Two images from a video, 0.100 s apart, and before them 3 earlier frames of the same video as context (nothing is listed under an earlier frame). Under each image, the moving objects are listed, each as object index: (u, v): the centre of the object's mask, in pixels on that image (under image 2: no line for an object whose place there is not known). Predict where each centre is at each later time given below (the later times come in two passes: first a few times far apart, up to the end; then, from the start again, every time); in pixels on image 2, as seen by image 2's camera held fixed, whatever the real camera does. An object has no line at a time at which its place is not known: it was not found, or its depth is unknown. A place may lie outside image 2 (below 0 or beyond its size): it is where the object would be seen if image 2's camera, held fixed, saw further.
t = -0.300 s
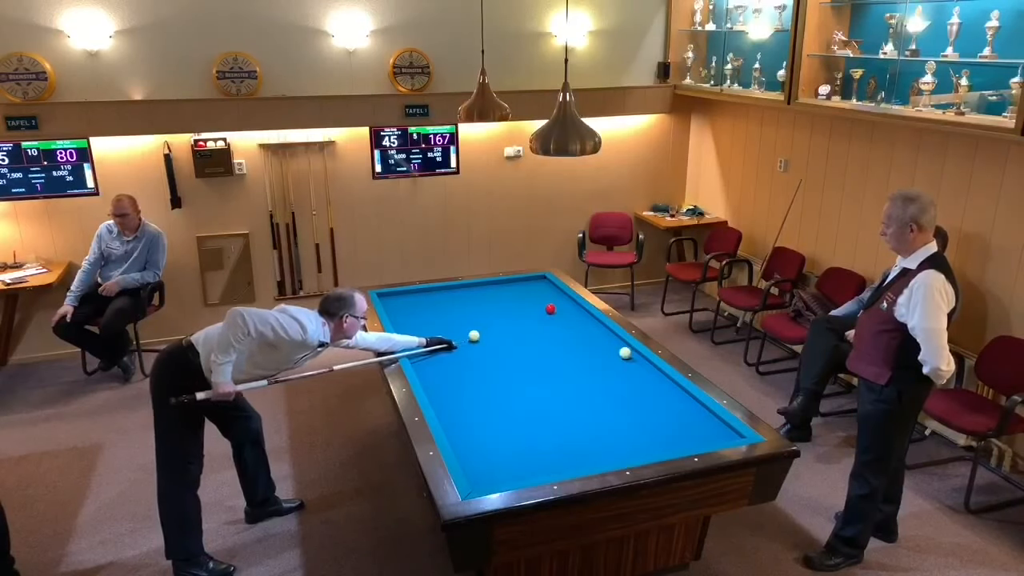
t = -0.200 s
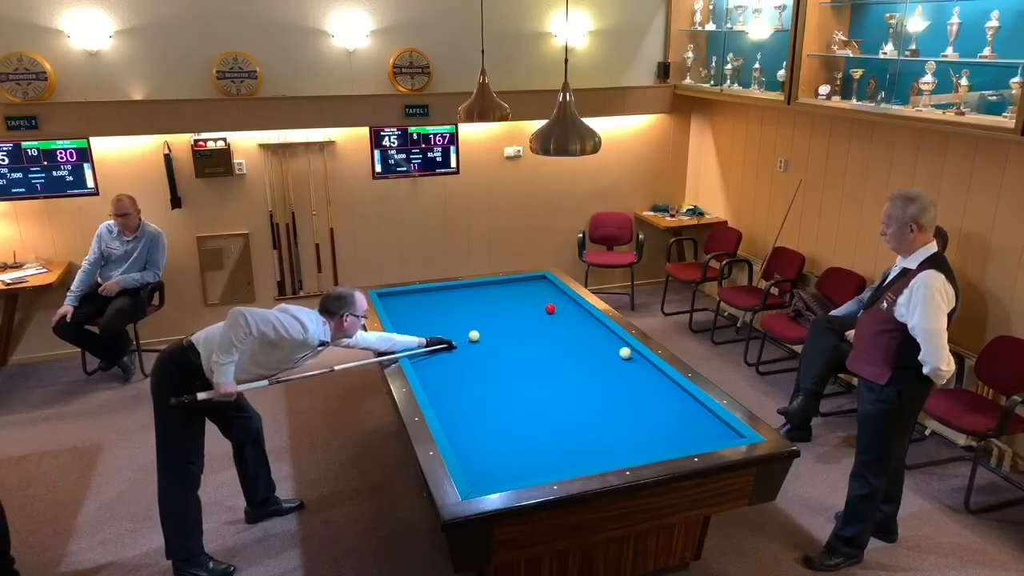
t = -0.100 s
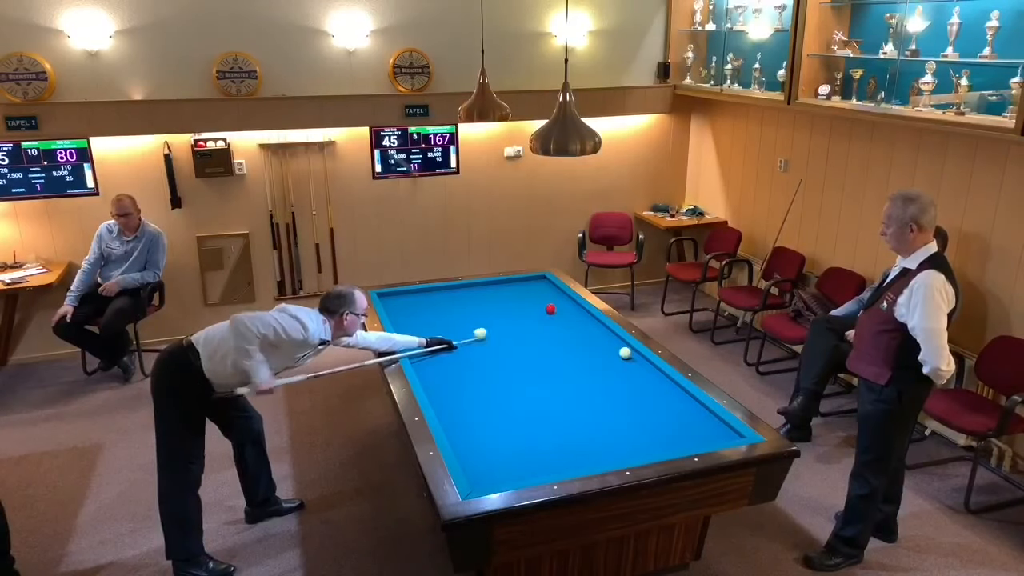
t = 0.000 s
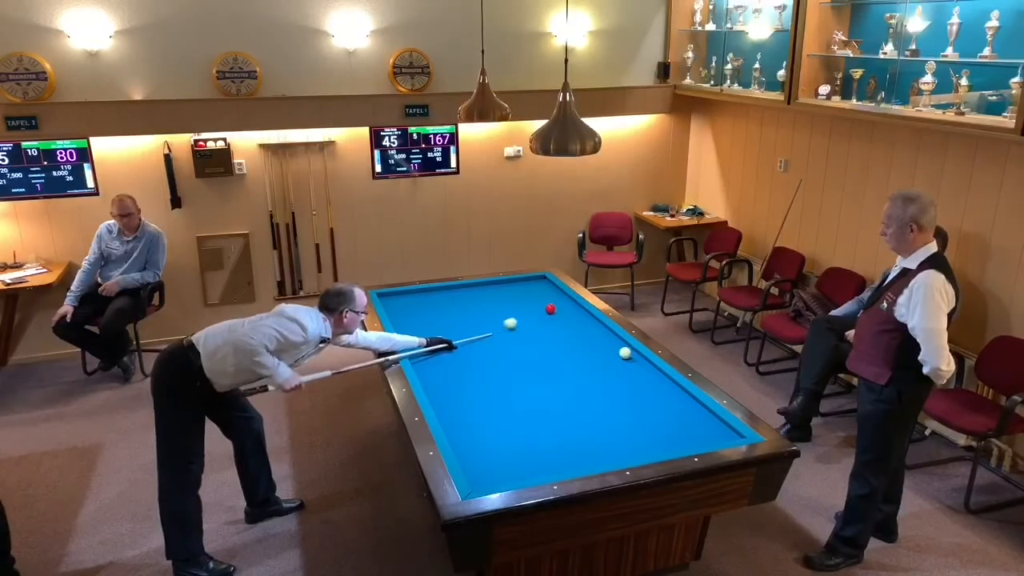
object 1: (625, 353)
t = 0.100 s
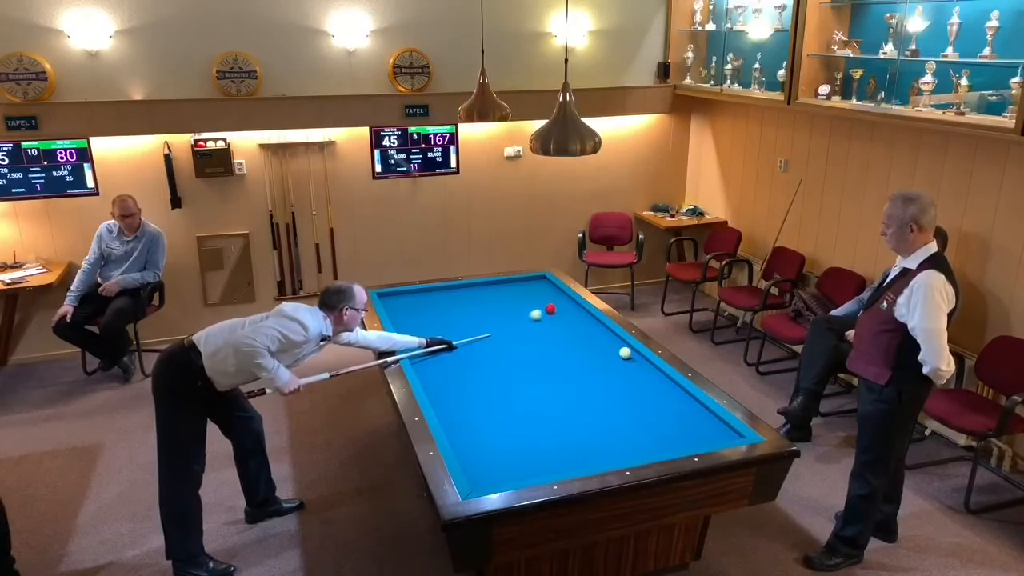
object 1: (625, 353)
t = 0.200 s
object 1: (625, 353)
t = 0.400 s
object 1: (625, 353)
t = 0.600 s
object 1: (625, 353)
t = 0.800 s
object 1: (625, 353)
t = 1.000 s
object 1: (625, 353)
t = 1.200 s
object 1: (625, 353)
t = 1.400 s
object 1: (625, 353)
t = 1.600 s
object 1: (625, 353)
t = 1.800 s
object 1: (625, 353)
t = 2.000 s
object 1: (629, 357)
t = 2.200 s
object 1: (632, 361)
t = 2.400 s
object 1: (636, 365)
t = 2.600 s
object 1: (640, 368)
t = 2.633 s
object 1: (640, 369)
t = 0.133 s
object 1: (625, 353)
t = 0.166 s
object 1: (625, 353)
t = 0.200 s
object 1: (625, 353)
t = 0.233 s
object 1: (625, 353)
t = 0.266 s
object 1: (625, 353)
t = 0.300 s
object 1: (625, 353)
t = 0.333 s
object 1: (625, 353)
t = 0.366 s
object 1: (625, 353)
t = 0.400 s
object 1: (625, 353)
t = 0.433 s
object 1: (625, 353)
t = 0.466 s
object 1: (625, 353)
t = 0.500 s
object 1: (625, 353)
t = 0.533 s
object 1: (625, 353)
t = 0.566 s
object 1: (625, 353)
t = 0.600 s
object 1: (625, 353)
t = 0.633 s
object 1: (625, 353)
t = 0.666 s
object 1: (625, 353)
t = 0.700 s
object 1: (625, 353)
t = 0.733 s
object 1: (625, 353)
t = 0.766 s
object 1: (625, 353)
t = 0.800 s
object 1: (625, 353)
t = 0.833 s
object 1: (625, 353)
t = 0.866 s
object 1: (625, 353)
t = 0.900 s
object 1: (625, 353)
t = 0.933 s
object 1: (625, 353)
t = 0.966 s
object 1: (625, 353)
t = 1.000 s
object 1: (625, 353)
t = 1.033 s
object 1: (625, 353)
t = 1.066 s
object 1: (625, 353)
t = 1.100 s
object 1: (625, 353)
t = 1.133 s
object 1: (625, 353)
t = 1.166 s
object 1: (625, 353)
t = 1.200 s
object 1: (625, 353)
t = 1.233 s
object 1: (625, 353)
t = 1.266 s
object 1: (625, 353)
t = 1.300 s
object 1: (625, 353)
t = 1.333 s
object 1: (625, 353)
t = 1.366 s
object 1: (625, 353)
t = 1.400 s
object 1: (625, 353)
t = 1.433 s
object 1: (625, 353)
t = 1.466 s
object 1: (625, 353)
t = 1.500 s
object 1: (625, 353)
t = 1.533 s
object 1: (625, 353)
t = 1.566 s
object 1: (625, 353)
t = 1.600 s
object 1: (625, 353)
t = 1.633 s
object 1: (625, 353)
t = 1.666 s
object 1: (625, 353)
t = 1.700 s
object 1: (625, 353)
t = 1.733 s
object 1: (625, 353)
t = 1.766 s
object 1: (625, 353)
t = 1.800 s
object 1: (625, 353)
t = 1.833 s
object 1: (626, 354)
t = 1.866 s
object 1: (627, 354)
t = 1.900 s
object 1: (627, 355)
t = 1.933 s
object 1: (628, 356)
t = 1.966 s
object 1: (628, 357)
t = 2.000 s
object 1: (629, 357)
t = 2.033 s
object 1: (630, 358)
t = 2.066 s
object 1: (630, 358)
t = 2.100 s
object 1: (631, 359)
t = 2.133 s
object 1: (631, 360)
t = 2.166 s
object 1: (632, 360)
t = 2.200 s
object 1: (632, 361)
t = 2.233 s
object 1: (633, 361)
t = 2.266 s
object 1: (634, 362)
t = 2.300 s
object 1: (634, 363)
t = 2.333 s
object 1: (635, 363)
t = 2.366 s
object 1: (636, 364)
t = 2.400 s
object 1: (636, 365)
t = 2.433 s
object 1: (637, 365)
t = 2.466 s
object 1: (637, 366)
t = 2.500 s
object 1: (638, 366)
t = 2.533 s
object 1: (639, 367)
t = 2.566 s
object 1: (639, 367)
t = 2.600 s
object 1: (640, 368)
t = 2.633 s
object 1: (640, 369)
